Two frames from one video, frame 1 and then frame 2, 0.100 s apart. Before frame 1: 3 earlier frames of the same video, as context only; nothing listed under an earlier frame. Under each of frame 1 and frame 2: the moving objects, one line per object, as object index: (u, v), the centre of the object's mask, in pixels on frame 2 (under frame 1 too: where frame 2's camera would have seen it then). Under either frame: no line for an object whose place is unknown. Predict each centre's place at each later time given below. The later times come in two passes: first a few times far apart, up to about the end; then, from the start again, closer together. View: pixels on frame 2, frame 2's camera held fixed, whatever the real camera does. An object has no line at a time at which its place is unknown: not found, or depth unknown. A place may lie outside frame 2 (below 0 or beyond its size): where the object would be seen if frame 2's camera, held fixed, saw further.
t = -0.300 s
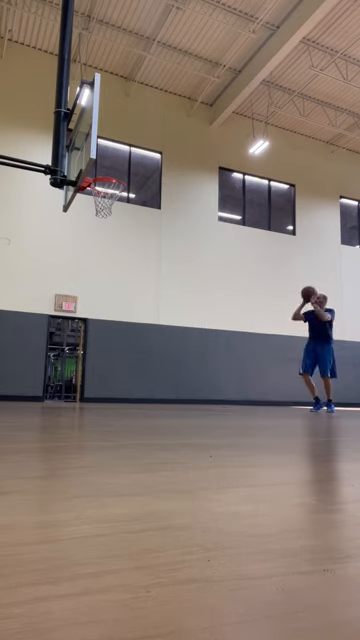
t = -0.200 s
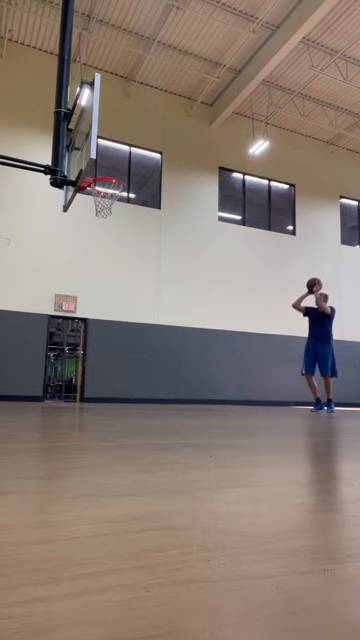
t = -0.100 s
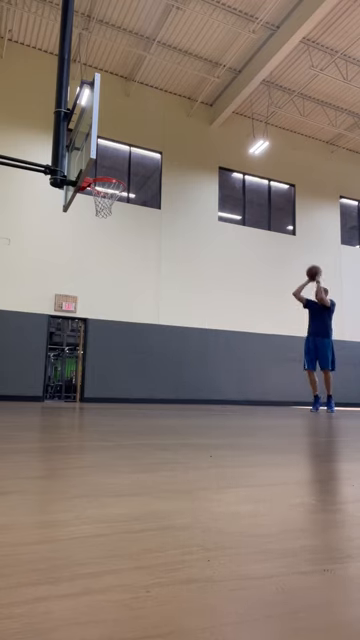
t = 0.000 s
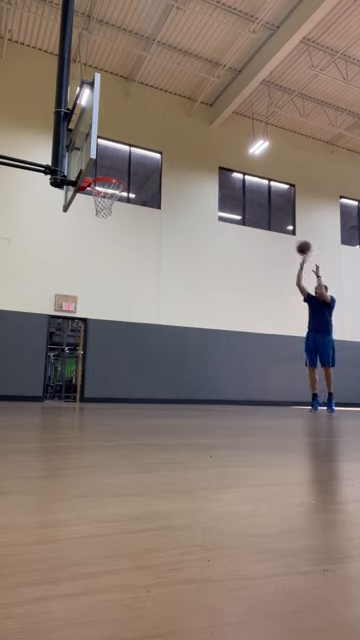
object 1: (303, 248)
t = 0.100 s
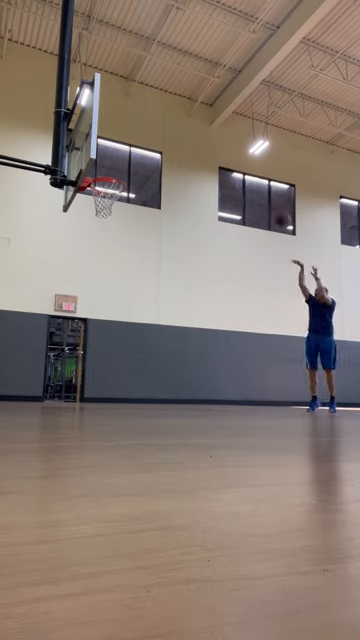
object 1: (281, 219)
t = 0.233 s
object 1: (252, 187)
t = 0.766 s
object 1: (122, 172)
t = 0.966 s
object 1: (94, 213)
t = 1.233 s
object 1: (86, 296)
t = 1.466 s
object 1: (76, 396)
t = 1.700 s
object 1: (98, 326)
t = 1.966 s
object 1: (118, 296)
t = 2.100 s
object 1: (126, 299)
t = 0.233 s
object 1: (252, 187)
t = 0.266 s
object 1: (244, 183)
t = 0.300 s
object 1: (237, 176)
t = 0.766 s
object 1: (122, 172)
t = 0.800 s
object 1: (111, 172)
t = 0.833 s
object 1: (106, 186)
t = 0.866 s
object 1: (99, 194)
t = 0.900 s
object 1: (97, 199)
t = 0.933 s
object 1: (95, 206)
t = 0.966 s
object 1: (94, 213)
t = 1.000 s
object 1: (93, 221)
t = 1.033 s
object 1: (93, 229)
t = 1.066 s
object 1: (91, 239)
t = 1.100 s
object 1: (90, 249)
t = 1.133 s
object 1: (89, 259)
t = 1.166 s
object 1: (88, 271)
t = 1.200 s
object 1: (87, 283)
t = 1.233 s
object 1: (86, 296)
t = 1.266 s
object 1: (84, 309)
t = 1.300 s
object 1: (83, 325)
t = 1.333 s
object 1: (83, 341)
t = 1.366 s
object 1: (82, 357)
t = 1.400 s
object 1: (78, 374)
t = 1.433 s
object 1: (76, 390)
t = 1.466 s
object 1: (76, 396)
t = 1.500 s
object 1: (80, 384)
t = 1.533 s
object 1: (82, 371)
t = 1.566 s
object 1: (85, 361)
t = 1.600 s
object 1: (89, 351)
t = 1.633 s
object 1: (92, 343)
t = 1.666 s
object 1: (96, 334)
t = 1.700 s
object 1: (98, 326)
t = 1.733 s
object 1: (101, 319)
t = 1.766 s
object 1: (103, 314)
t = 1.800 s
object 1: (106, 309)
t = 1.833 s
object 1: (108, 305)
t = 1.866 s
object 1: (111, 302)
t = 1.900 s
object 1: (113, 299)
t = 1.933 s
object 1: (115, 297)
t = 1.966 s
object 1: (118, 296)
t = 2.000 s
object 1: (120, 296)
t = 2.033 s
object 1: (122, 296)
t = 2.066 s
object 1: (124, 297)
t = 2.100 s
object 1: (126, 299)
